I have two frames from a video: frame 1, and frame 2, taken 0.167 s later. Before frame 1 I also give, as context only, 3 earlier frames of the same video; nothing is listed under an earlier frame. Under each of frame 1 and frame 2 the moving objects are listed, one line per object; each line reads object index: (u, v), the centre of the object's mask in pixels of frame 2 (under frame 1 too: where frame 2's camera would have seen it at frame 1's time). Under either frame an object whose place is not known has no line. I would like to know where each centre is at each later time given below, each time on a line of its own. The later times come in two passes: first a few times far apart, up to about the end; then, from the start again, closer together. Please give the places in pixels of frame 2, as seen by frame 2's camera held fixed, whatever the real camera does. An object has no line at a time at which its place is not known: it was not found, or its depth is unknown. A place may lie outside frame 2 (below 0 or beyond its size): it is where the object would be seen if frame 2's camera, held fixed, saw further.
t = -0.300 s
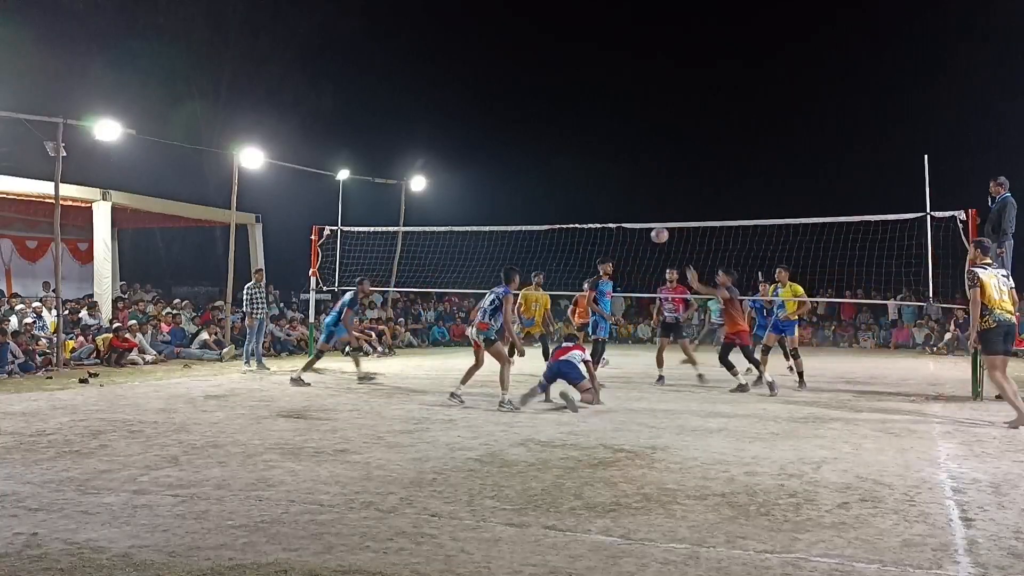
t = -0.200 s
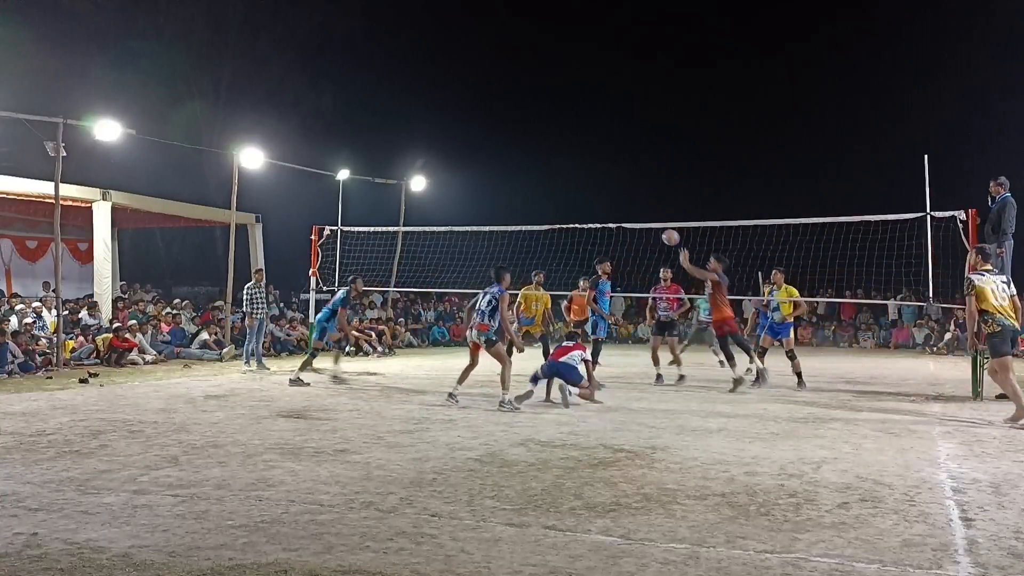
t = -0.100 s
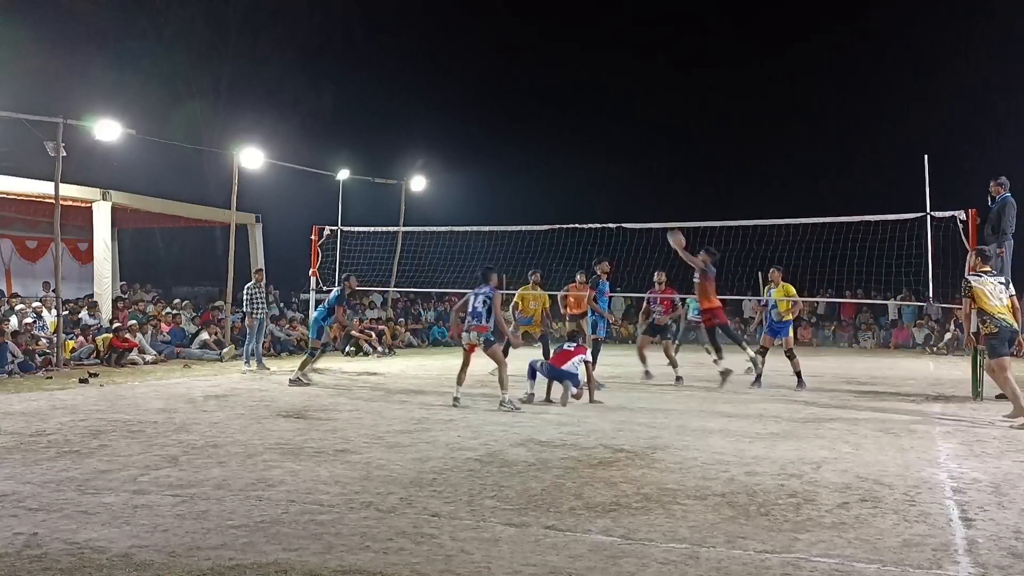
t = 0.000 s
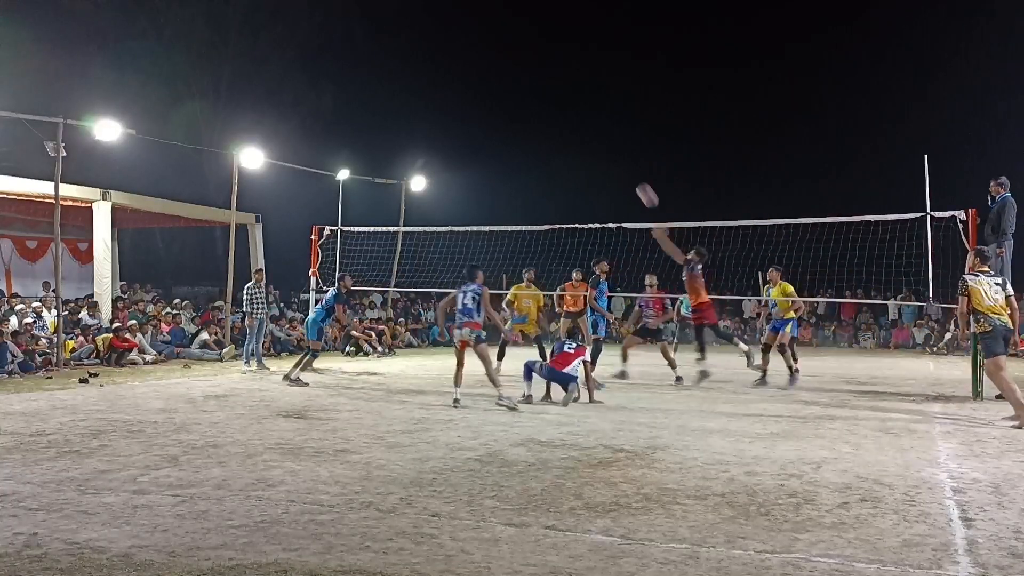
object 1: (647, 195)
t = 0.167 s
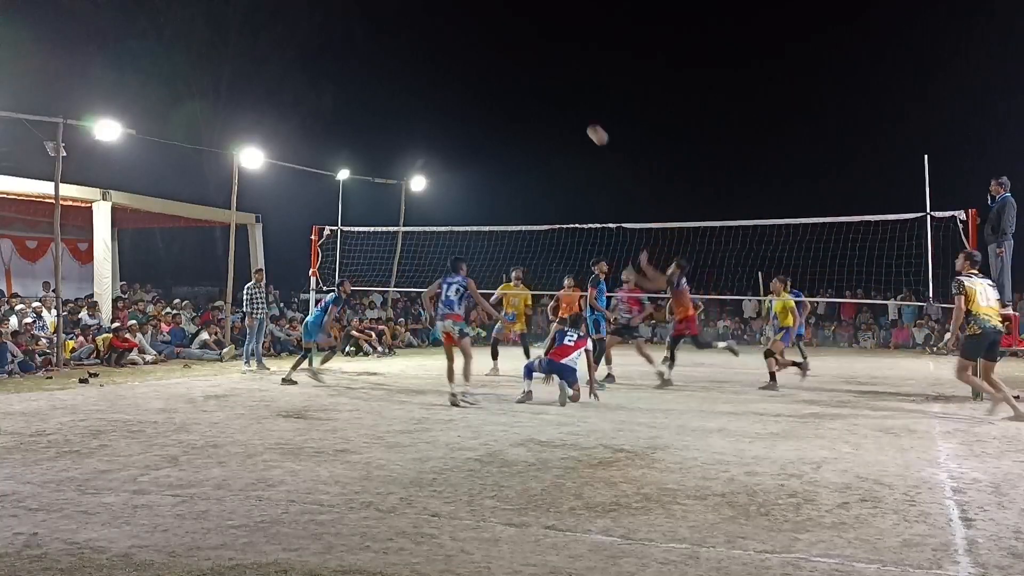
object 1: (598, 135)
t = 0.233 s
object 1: (579, 117)
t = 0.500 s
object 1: (510, 76)
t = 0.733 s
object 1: (454, 81)
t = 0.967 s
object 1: (403, 118)
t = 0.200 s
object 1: (588, 125)
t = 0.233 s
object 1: (579, 117)
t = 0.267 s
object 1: (570, 109)
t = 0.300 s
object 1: (561, 102)
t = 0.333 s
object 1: (552, 95)
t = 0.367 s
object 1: (543, 90)
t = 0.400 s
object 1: (535, 85)
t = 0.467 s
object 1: (518, 79)
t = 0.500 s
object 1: (510, 76)
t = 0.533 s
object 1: (502, 75)
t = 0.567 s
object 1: (493, 74)
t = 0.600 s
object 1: (485, 74)
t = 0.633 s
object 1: (478, 75)
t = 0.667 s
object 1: (470, 76)
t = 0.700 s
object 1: (462, 78)
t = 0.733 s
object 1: (454, 81)
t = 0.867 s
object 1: (424, 98)
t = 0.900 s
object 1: (417, 104)
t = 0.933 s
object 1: (410, 110)
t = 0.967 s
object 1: (403, 118)
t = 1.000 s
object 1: (395, 126)
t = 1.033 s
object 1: (389, 134)
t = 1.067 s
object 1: (382, 143)
